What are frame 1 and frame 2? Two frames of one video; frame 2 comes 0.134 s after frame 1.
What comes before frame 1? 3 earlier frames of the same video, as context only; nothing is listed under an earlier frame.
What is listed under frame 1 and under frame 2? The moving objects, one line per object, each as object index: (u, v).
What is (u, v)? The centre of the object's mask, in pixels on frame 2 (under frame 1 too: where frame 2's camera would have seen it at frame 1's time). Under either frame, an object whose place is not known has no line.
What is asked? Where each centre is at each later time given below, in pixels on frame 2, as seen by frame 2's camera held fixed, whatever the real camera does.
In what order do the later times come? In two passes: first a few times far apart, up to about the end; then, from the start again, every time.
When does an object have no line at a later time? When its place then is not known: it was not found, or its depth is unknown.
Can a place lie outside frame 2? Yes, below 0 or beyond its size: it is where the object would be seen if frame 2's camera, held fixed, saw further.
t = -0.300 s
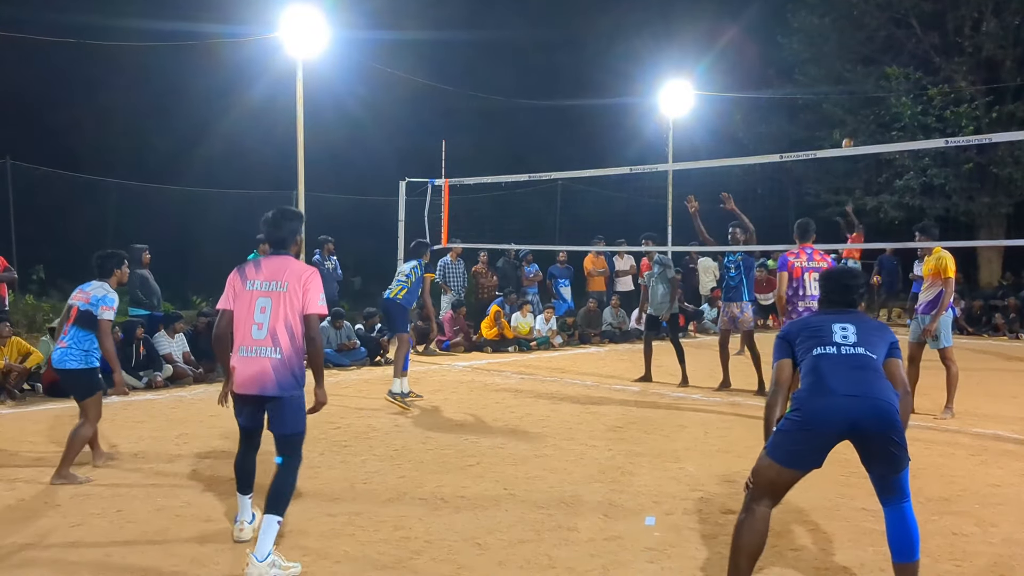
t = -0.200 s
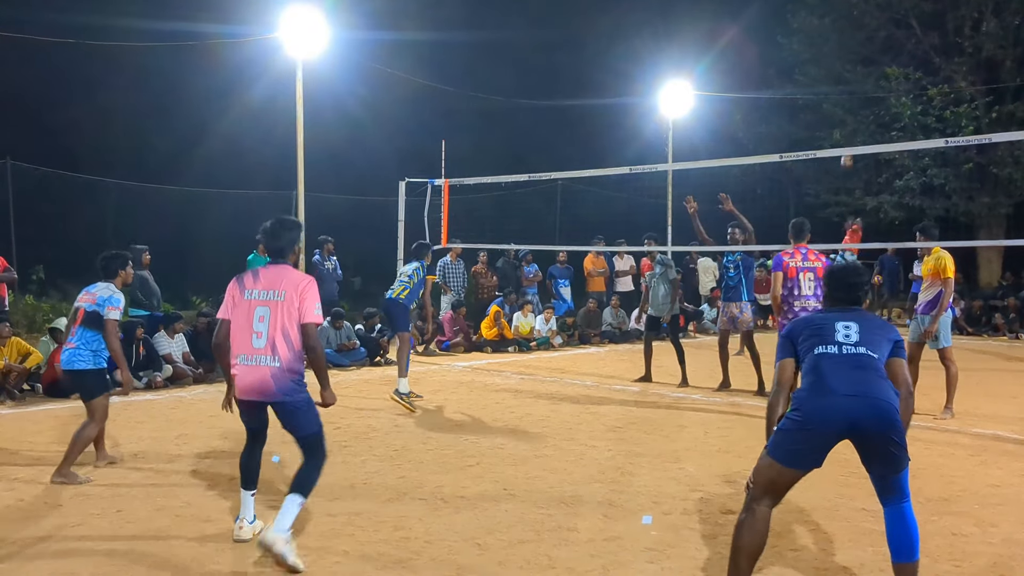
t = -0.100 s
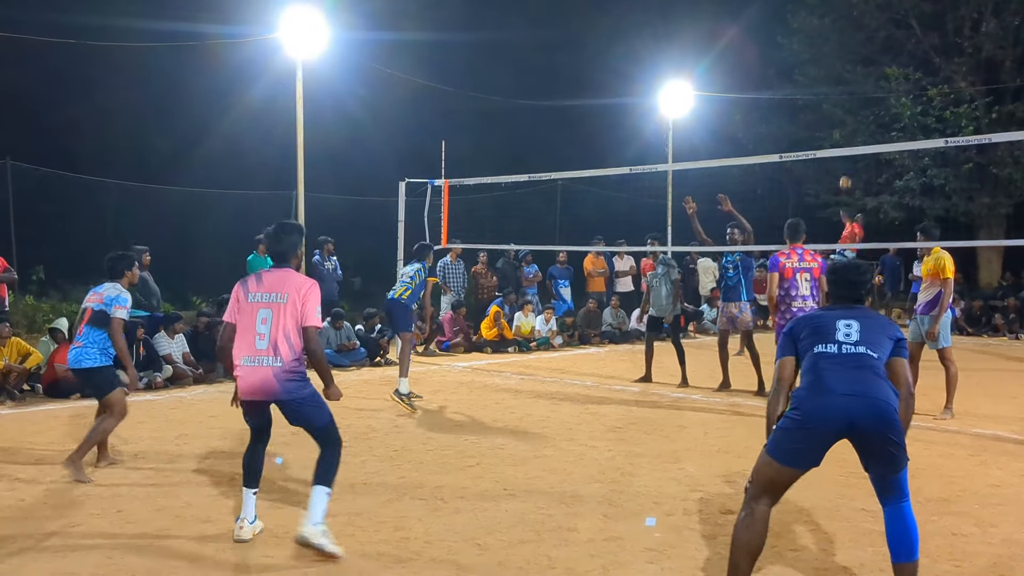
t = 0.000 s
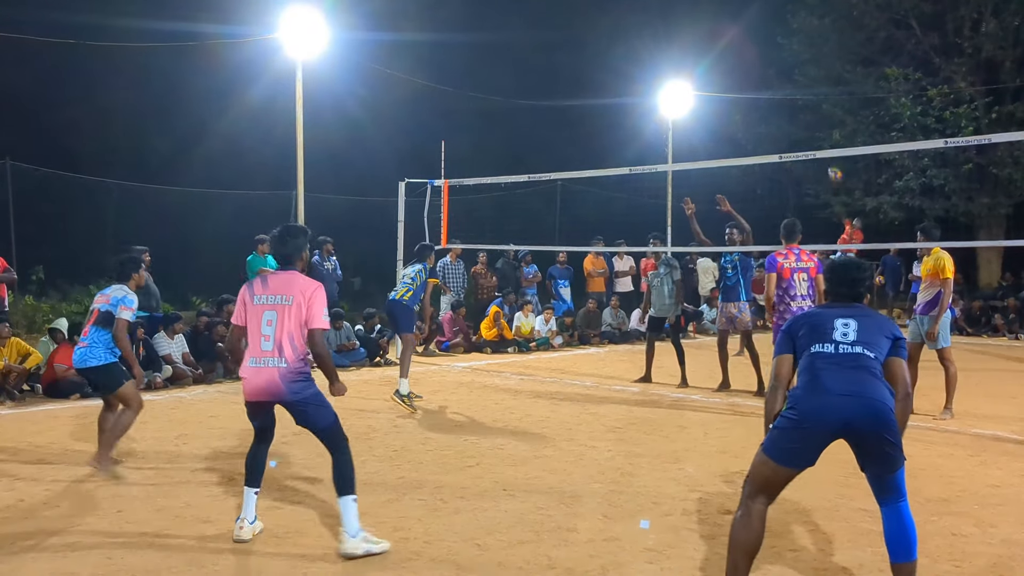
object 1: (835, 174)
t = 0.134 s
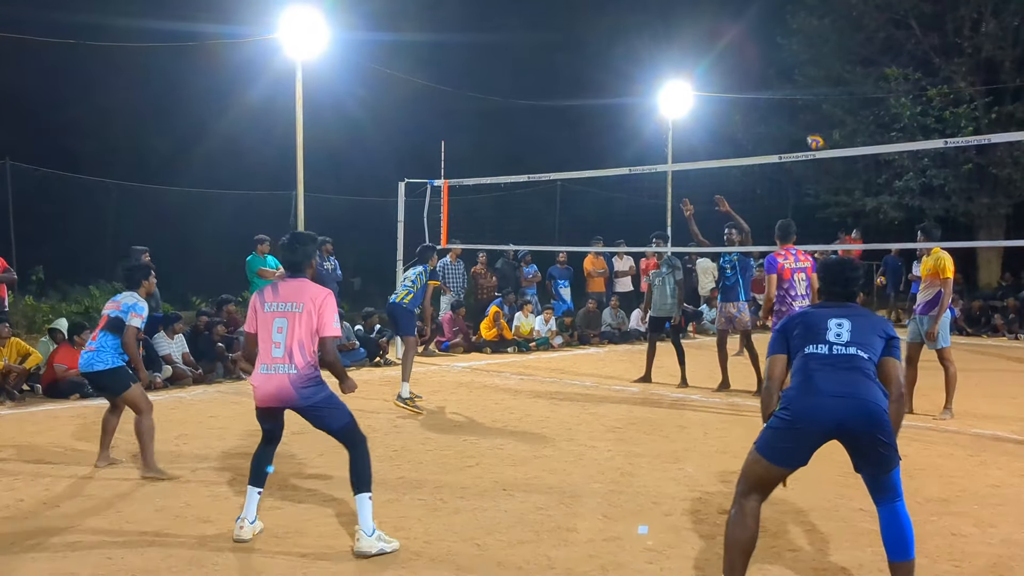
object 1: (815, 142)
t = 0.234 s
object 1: (799, 125)
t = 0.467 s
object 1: (755, 135)
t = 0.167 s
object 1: (810, 135)
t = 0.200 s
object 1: (805, 130)
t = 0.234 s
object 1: (799, 125)
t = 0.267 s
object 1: (794, 122)
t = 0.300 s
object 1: (788, 119)
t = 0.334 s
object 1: (782, 118)
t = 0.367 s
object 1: (776, 119)
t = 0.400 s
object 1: (769, 122)
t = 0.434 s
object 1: (762, 127)
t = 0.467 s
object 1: (755, 135)
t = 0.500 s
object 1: (747, 145)
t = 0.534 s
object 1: (738, 160)
